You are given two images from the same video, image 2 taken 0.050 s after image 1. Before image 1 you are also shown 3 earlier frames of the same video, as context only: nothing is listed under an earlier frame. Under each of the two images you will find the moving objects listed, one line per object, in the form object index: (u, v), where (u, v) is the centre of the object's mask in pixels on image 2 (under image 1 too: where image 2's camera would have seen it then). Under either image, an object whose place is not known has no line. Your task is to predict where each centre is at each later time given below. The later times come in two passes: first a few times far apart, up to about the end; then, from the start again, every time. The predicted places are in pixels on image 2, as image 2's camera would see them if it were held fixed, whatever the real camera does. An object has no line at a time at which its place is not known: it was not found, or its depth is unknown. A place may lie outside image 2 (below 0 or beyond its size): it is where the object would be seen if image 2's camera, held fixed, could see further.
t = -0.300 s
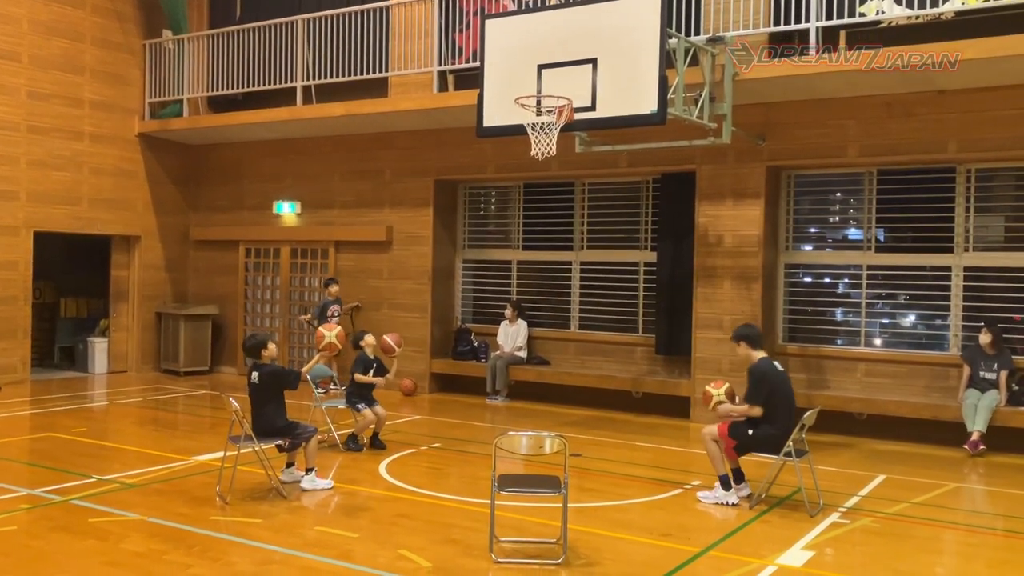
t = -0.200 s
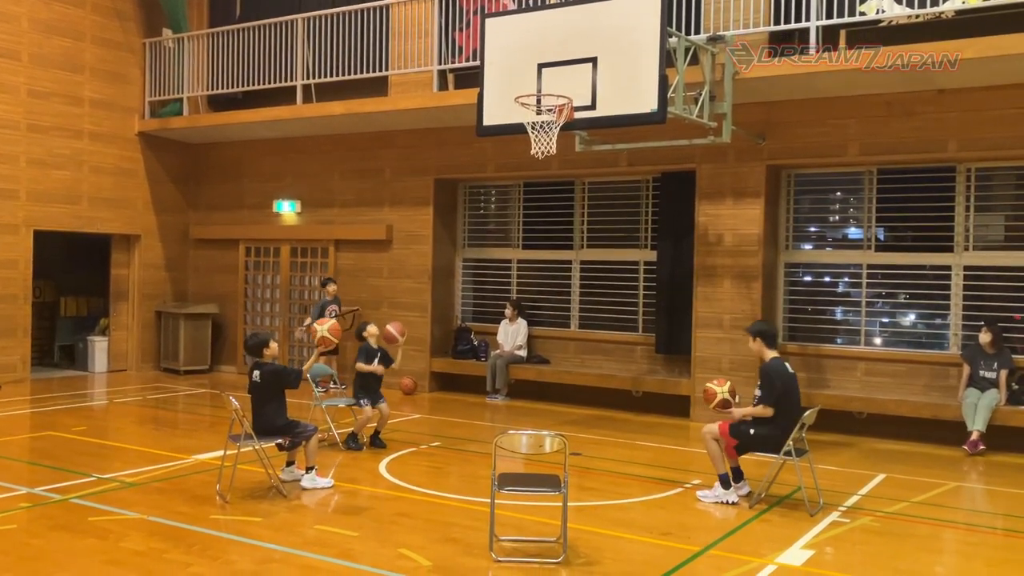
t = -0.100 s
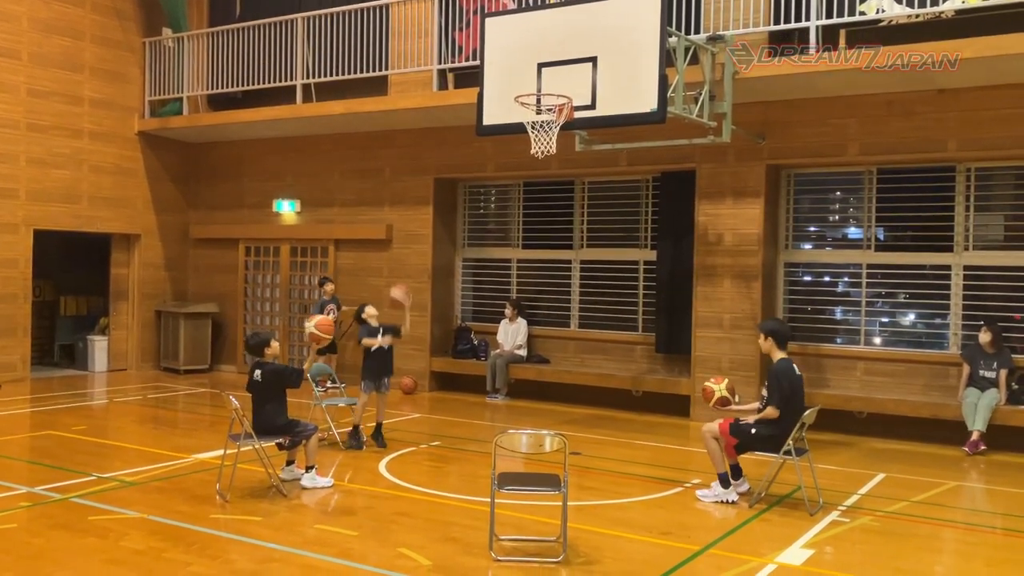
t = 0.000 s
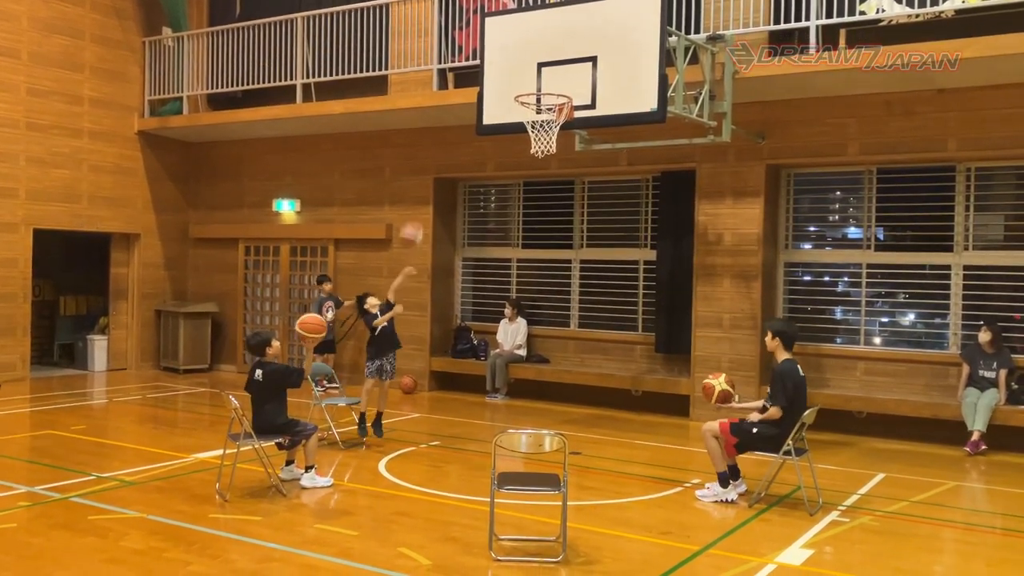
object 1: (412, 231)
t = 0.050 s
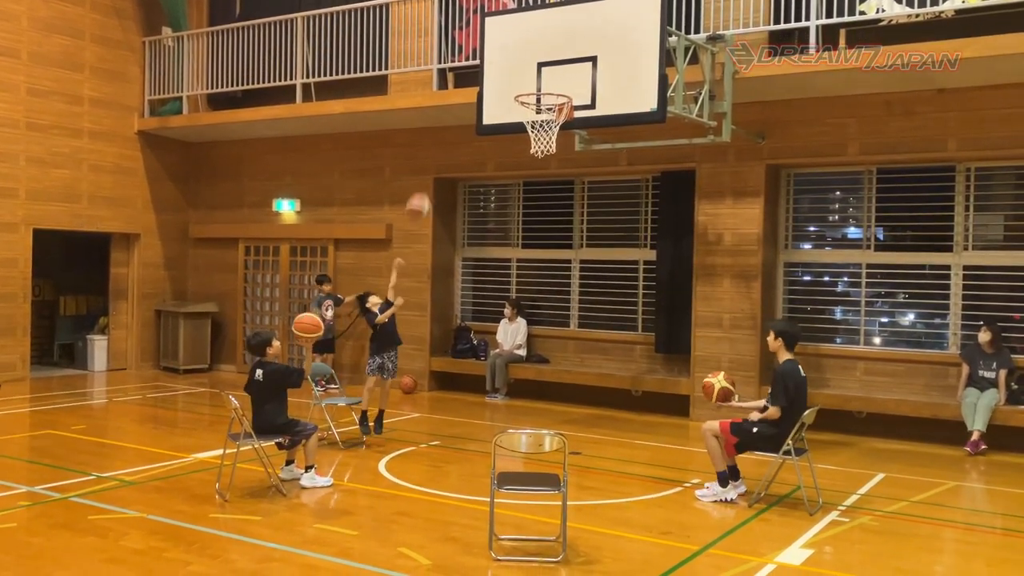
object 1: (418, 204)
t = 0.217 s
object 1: (441, 126)
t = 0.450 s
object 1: (473, 69)
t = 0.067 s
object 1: (421, 194)
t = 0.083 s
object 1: (423, 185)
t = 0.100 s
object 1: (425, 177)
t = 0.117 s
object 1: (428, 168)
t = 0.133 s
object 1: (430, 162)
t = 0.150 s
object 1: (432, 153)
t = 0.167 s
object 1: (434, 148)
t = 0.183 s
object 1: (437, 139)
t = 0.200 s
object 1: (439, 133)
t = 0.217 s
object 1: (441, 126)
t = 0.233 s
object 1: (444, 121)
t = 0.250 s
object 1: (445, 116)
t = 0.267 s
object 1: (448, 111)
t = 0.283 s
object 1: (450, 105)
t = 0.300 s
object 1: (452, 100)
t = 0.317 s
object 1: (456, 94)
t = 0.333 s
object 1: (457, 90)
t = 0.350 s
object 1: (460, 85)
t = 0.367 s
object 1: (462, 81)
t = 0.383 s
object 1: (464, 78)
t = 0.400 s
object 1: (467, 76)
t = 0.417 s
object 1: (468, 74)
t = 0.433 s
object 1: (471, 70)
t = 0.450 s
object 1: (473, 69)
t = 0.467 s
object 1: (476, 66)
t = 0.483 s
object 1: (479, 64)
